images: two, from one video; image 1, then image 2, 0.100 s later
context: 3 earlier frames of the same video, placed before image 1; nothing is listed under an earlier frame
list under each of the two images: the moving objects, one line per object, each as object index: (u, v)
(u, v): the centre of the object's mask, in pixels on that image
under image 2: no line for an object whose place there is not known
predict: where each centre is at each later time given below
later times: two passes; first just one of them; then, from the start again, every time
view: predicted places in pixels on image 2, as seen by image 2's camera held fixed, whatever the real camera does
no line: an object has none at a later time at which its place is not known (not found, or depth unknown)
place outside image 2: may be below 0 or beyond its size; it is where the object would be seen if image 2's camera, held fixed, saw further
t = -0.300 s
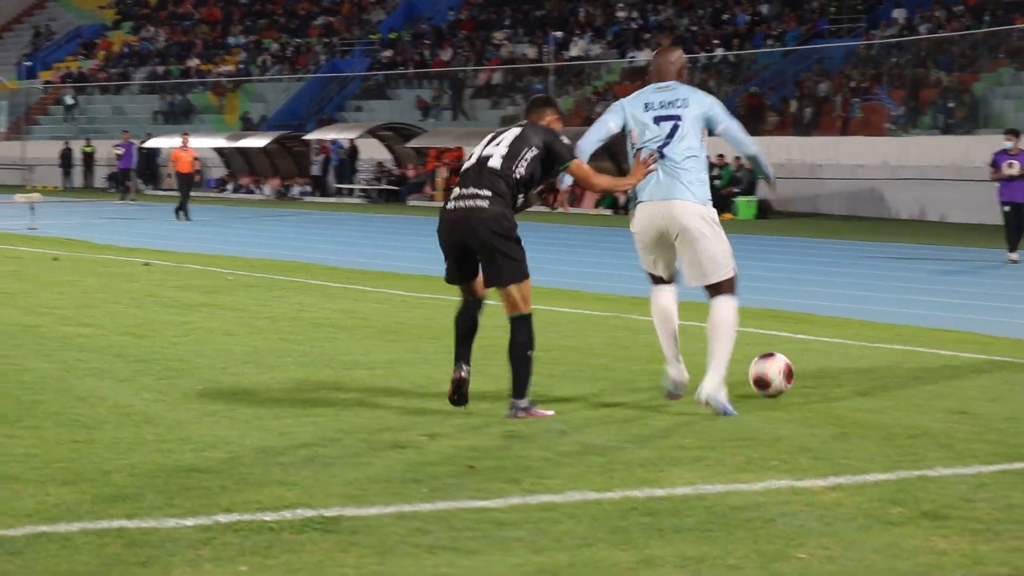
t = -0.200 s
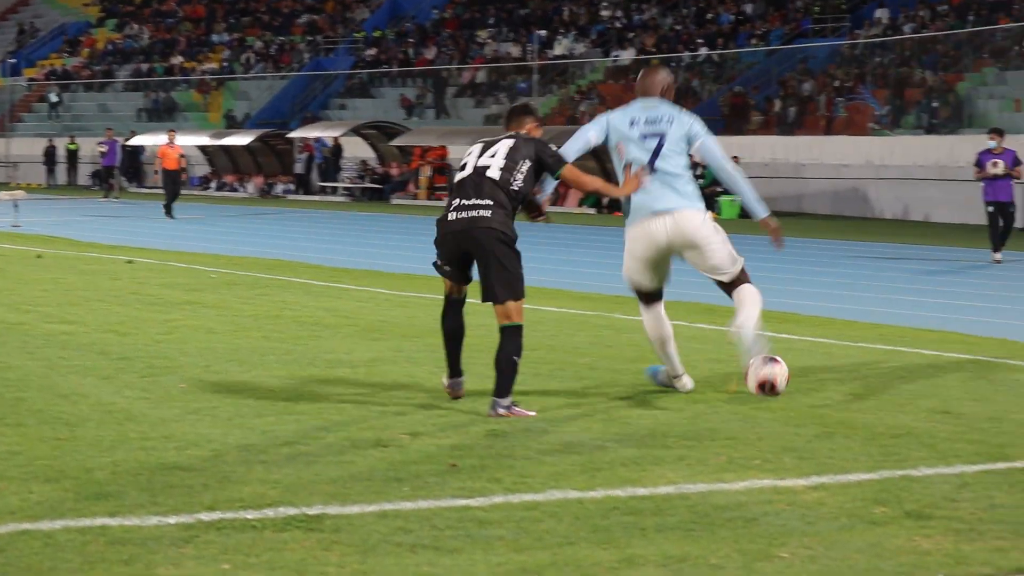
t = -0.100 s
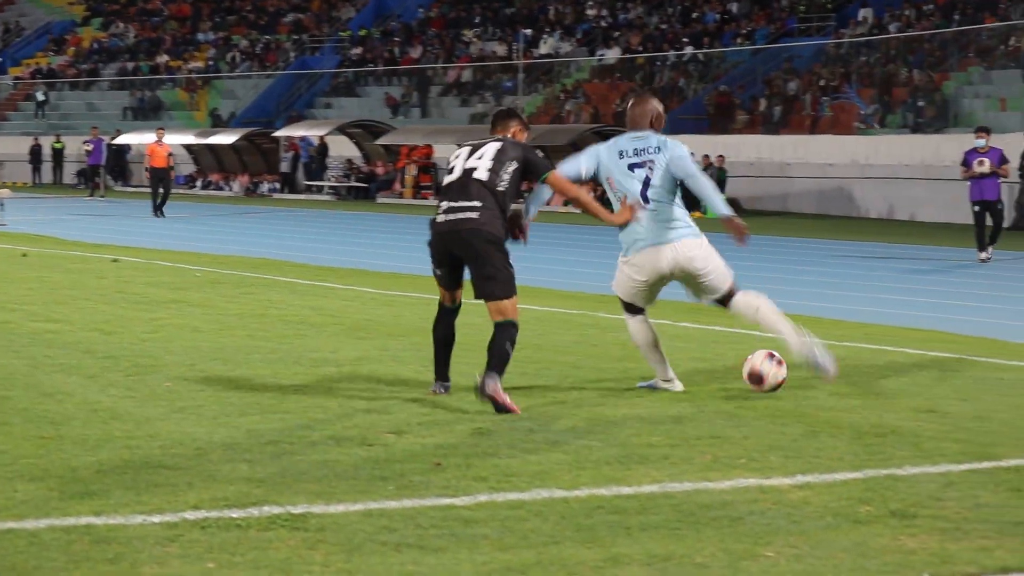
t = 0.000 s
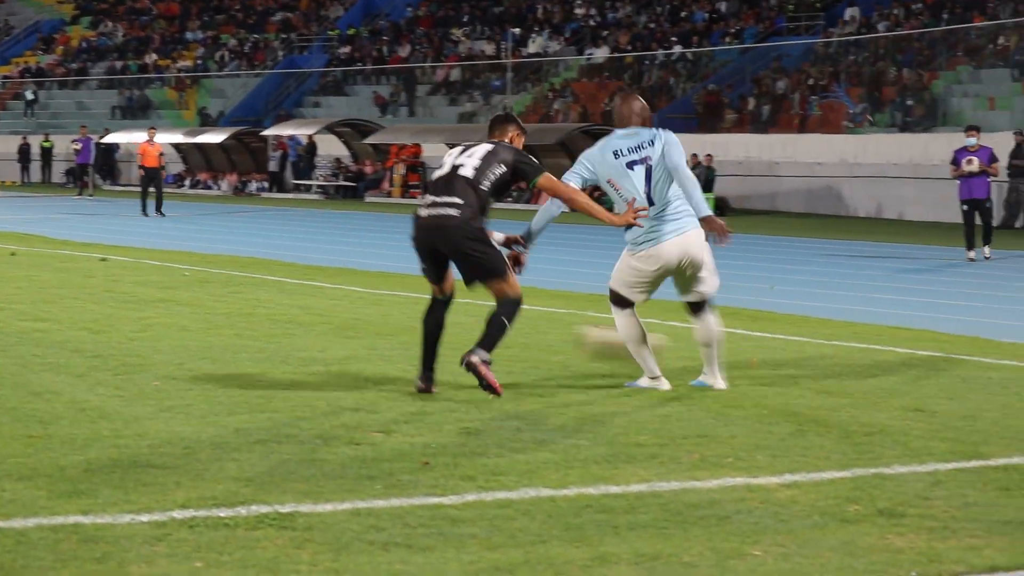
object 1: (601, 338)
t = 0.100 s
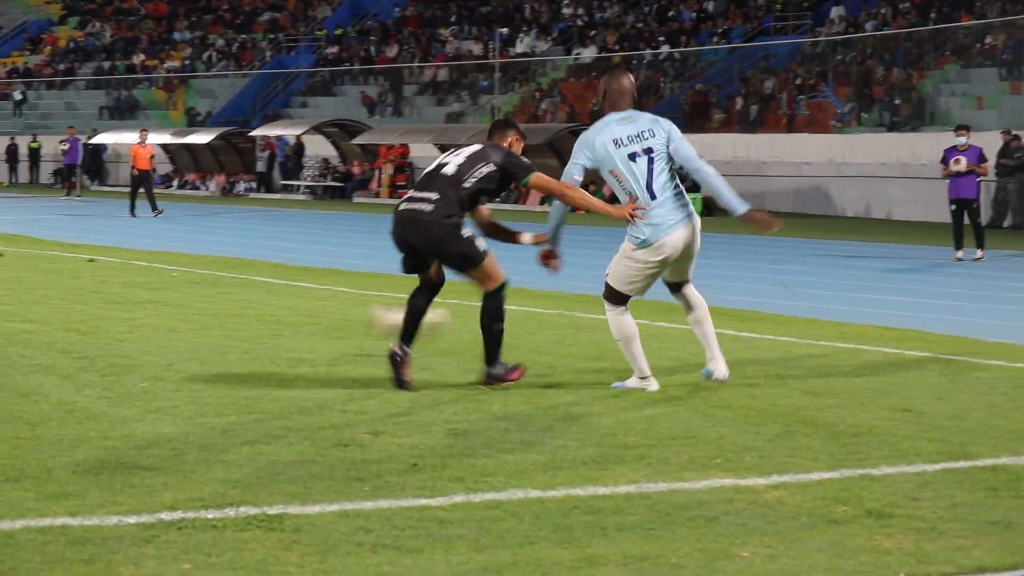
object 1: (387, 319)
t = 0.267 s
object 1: (138, 319)
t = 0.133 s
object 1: (347, 317)
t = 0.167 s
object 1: (291, 315)
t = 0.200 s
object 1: (236, 315)
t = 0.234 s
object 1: (186, 317)
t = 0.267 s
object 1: (138, 319)
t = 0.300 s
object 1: (98, 316)
